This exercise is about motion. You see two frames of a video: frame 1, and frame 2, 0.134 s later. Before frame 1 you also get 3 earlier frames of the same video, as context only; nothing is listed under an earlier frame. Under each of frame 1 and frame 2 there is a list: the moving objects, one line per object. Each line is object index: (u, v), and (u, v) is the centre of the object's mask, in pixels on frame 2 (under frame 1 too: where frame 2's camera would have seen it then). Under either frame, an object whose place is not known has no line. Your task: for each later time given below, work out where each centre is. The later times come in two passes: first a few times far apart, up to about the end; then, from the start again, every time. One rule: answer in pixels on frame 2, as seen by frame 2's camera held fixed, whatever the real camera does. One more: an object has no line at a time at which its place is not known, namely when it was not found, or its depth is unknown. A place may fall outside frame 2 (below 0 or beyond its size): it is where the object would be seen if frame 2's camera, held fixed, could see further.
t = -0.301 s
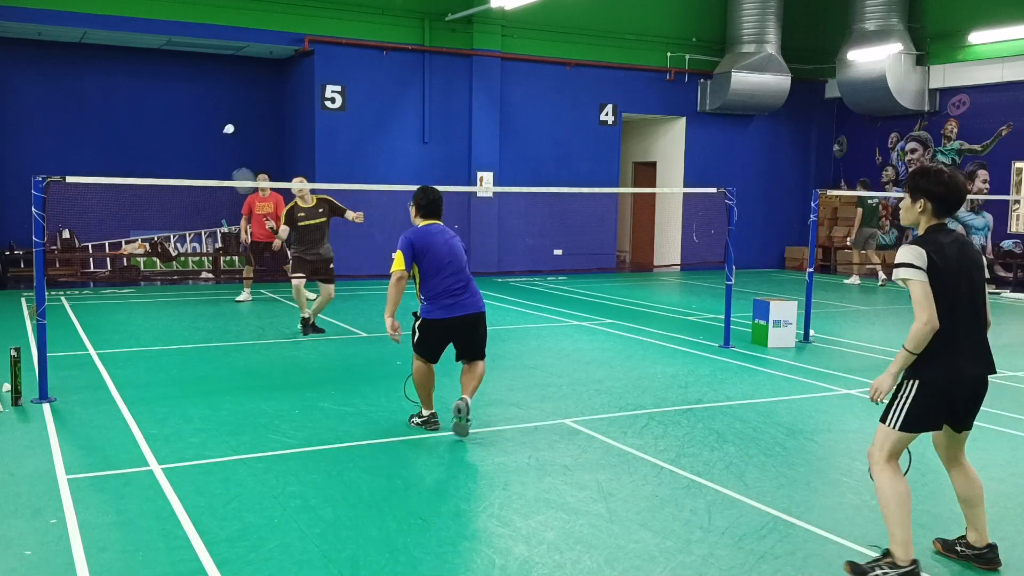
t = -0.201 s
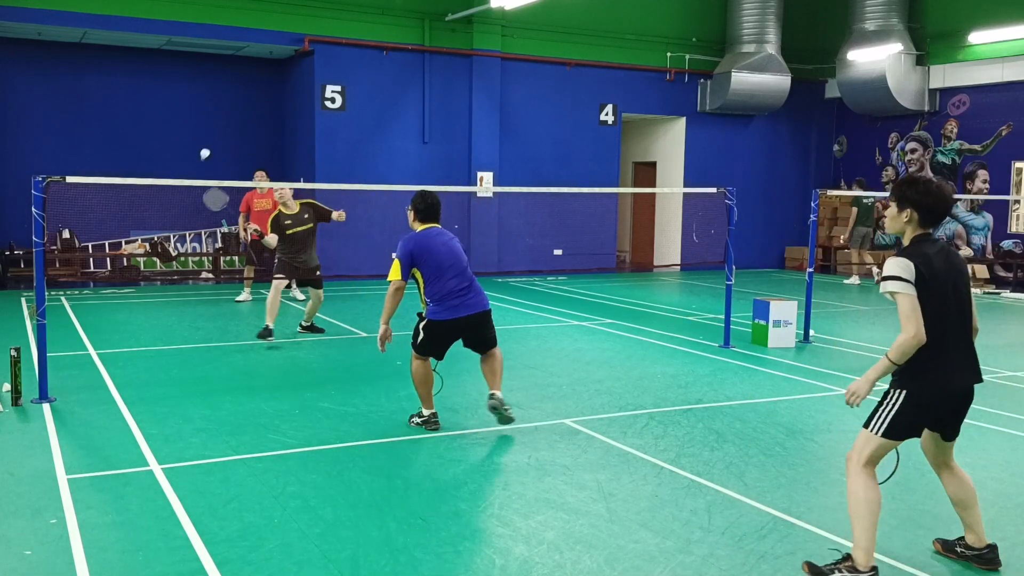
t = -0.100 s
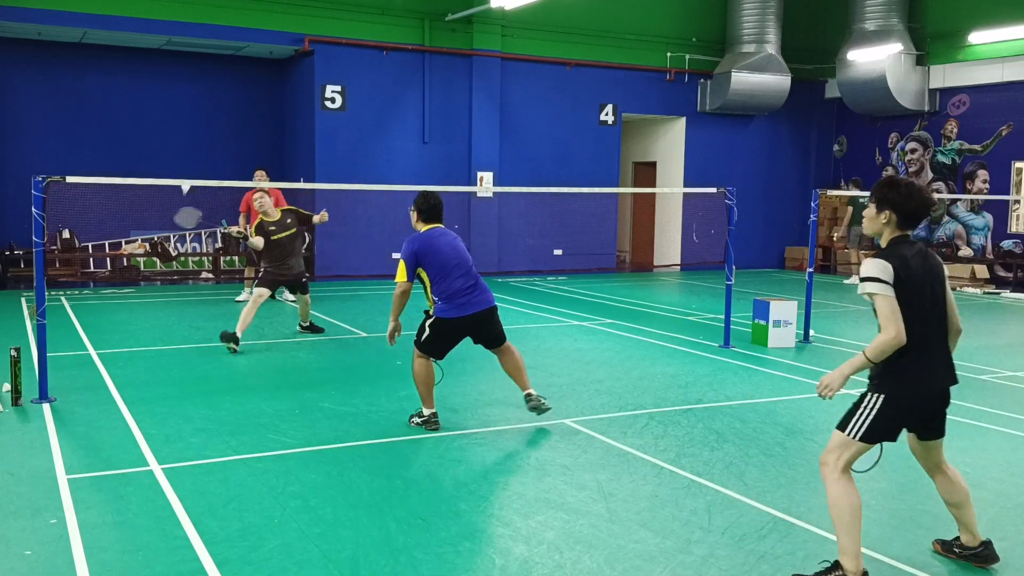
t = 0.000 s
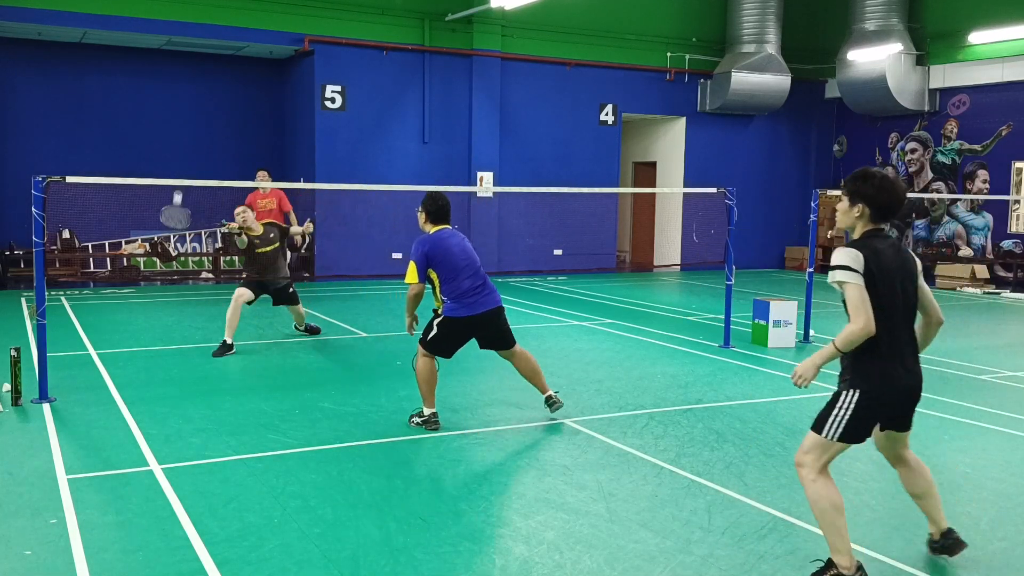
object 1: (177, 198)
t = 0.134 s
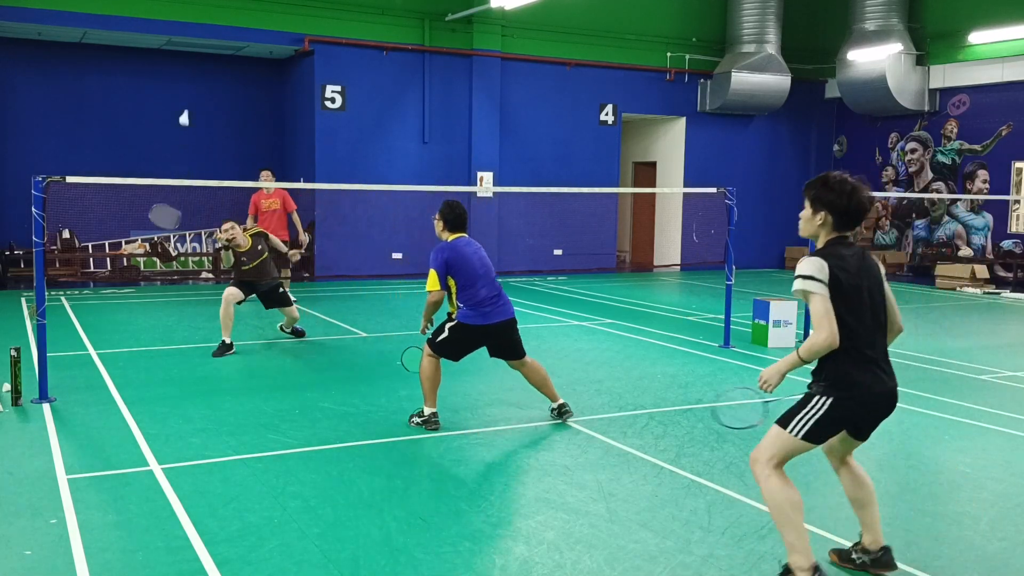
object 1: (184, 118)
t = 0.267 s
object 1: (194, 58)
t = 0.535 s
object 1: (203, 34)
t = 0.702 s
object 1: (213, 83)
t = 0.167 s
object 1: (185, 102)
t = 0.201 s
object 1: (187, 86)
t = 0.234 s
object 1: (191, 70)
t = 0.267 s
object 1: (194, 58)
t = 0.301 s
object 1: (195, 50)
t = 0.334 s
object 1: (194, 44)
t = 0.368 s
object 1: (194, 39)
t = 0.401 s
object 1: (195, 35)
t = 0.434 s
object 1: (197, 32)
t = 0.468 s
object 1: (199, 31)
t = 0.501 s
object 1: (201, 31)
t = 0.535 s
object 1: (203, 34)
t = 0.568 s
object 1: (205, 38)
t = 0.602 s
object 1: (207, 45)
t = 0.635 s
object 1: (209, 55)
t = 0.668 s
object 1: (211, 68)
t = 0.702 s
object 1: (213, 83)
